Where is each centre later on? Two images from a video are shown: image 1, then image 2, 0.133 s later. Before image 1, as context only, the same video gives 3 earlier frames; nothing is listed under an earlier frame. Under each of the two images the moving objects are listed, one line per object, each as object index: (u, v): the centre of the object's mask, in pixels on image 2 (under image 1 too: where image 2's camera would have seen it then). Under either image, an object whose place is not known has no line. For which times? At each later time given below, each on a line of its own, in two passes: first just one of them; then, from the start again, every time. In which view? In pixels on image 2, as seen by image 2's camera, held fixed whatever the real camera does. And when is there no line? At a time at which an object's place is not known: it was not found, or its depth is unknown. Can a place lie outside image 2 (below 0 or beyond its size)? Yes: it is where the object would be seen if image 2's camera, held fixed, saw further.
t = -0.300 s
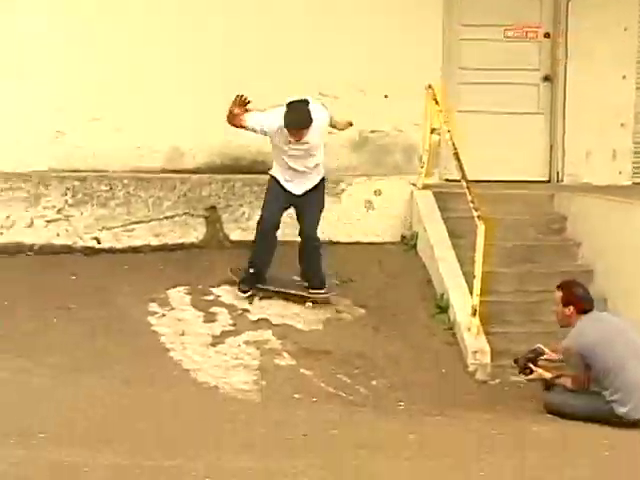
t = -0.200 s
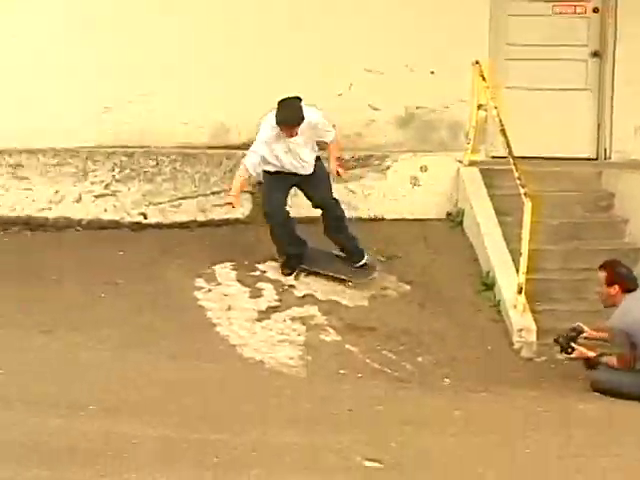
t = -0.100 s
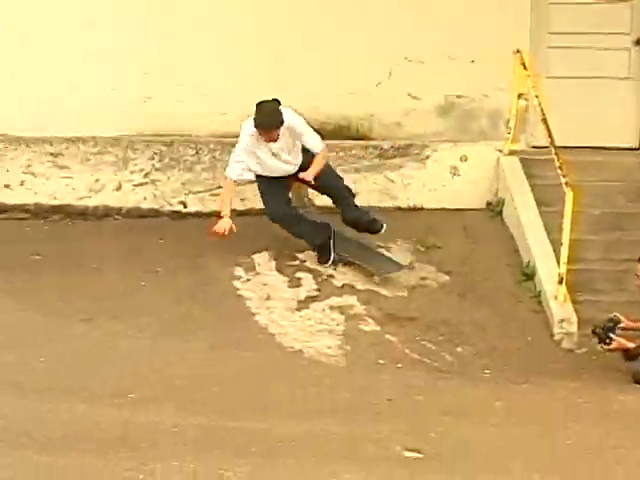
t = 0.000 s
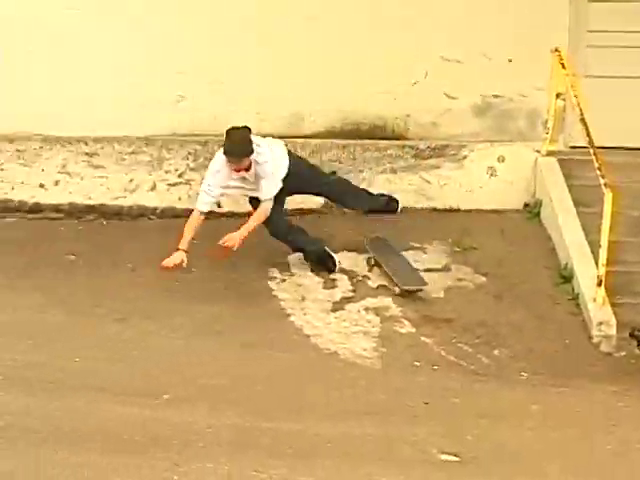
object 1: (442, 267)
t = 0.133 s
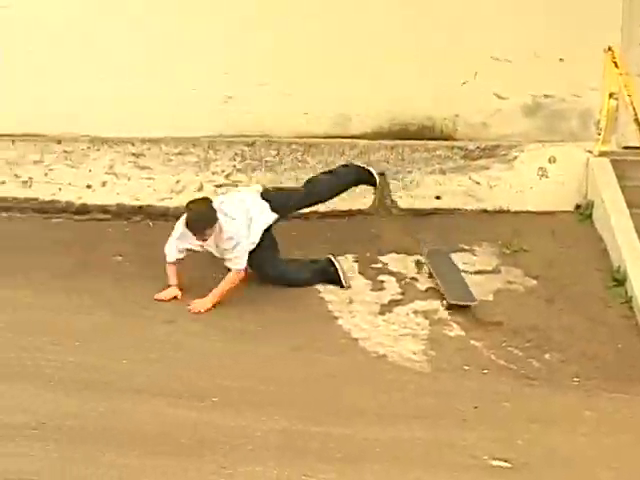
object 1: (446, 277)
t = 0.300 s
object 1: (461, 297)
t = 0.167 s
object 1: (448, 280)
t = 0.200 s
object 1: (453, 285)
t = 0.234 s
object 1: (456, 288)
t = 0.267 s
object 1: (459, 293)
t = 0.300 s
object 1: (461, 297)
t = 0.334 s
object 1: (464, 300)
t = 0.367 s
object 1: (467, 304)
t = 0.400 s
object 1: (470, 309)
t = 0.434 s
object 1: (473, 314)
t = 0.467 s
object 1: (476, 317)
